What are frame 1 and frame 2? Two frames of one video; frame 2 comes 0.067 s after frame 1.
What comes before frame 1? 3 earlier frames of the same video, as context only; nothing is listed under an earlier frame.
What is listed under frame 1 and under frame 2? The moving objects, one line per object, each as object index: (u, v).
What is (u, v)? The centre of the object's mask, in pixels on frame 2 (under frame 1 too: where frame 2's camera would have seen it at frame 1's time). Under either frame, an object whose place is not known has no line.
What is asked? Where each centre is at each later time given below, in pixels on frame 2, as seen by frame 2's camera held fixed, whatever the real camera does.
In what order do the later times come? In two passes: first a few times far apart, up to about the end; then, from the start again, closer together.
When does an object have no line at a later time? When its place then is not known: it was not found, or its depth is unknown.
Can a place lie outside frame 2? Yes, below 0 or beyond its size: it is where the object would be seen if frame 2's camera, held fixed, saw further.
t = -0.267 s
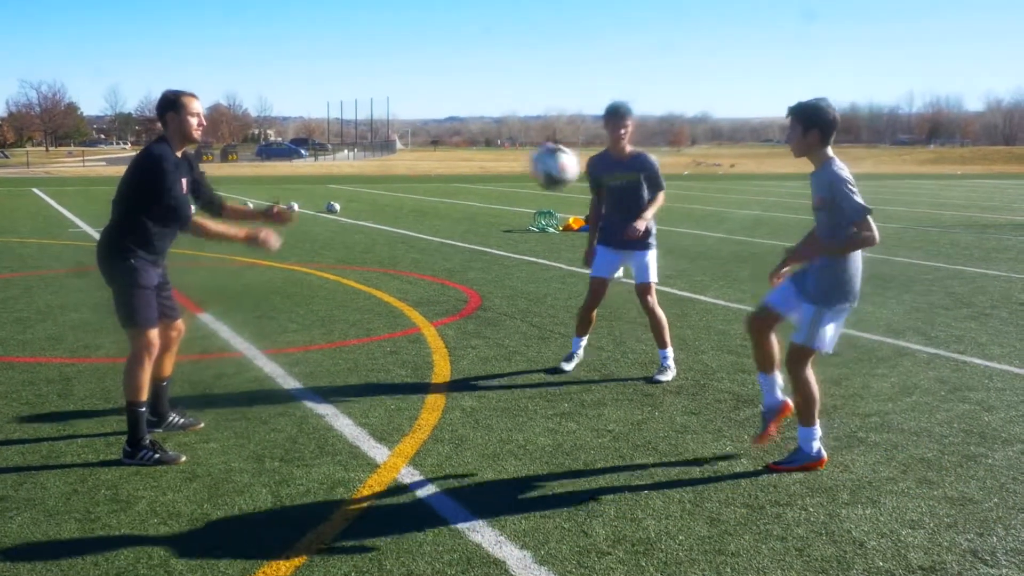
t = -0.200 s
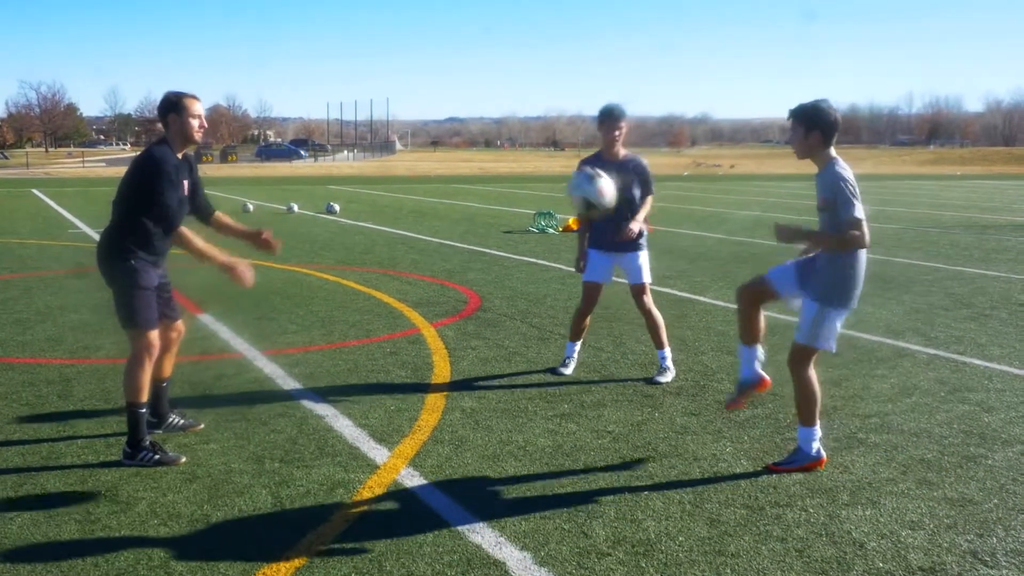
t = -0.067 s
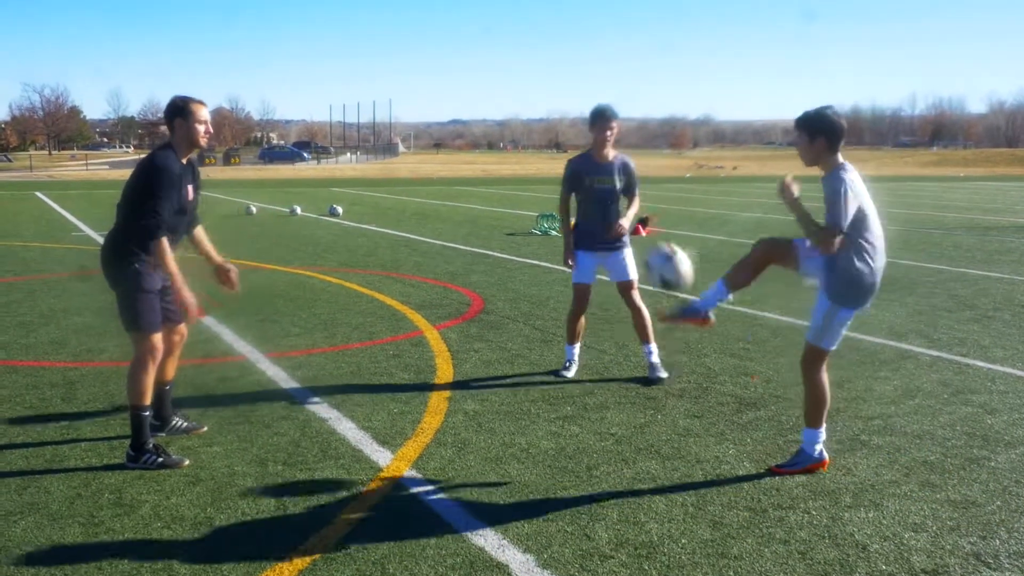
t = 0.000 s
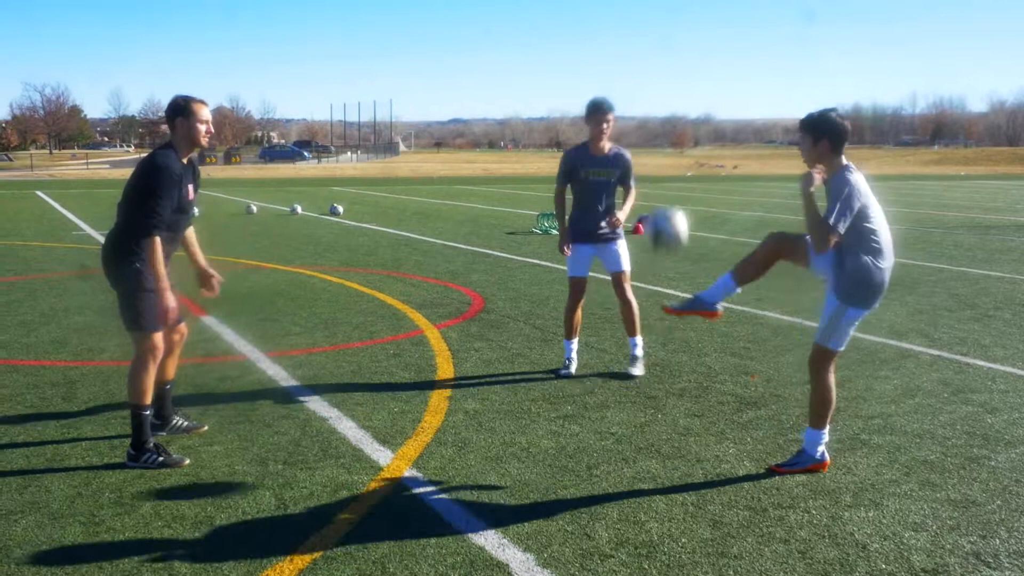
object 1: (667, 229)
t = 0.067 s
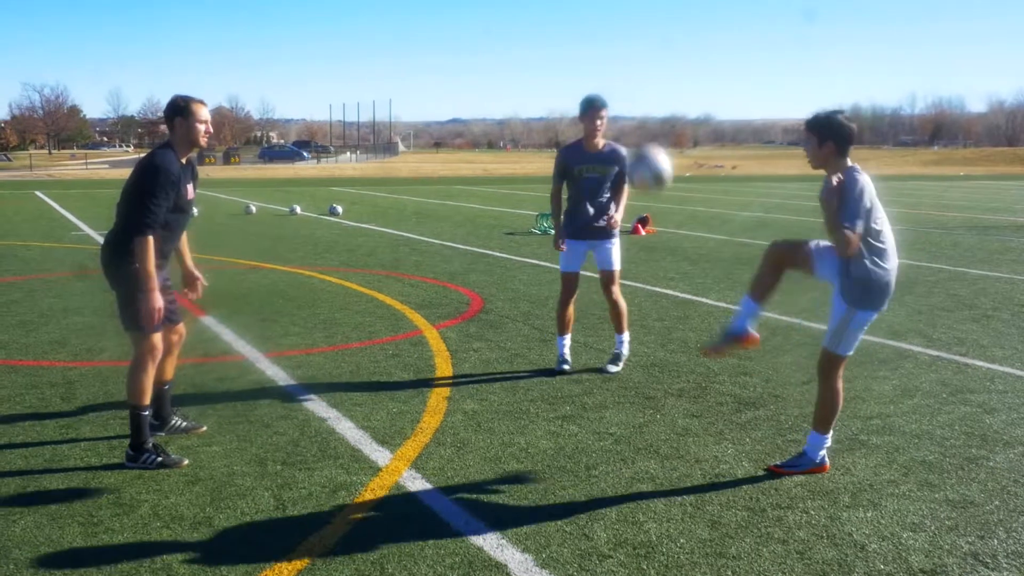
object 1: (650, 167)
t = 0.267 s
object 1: (605, 49)
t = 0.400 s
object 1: (578, 18)
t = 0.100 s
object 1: (642, 141)
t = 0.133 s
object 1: (635, 119)
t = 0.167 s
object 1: (626, 99)
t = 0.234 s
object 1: (612, 62)
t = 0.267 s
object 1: (605, 49)
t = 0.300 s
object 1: (598, 36)
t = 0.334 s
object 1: (591, 26)
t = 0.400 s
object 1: (578, 18)
